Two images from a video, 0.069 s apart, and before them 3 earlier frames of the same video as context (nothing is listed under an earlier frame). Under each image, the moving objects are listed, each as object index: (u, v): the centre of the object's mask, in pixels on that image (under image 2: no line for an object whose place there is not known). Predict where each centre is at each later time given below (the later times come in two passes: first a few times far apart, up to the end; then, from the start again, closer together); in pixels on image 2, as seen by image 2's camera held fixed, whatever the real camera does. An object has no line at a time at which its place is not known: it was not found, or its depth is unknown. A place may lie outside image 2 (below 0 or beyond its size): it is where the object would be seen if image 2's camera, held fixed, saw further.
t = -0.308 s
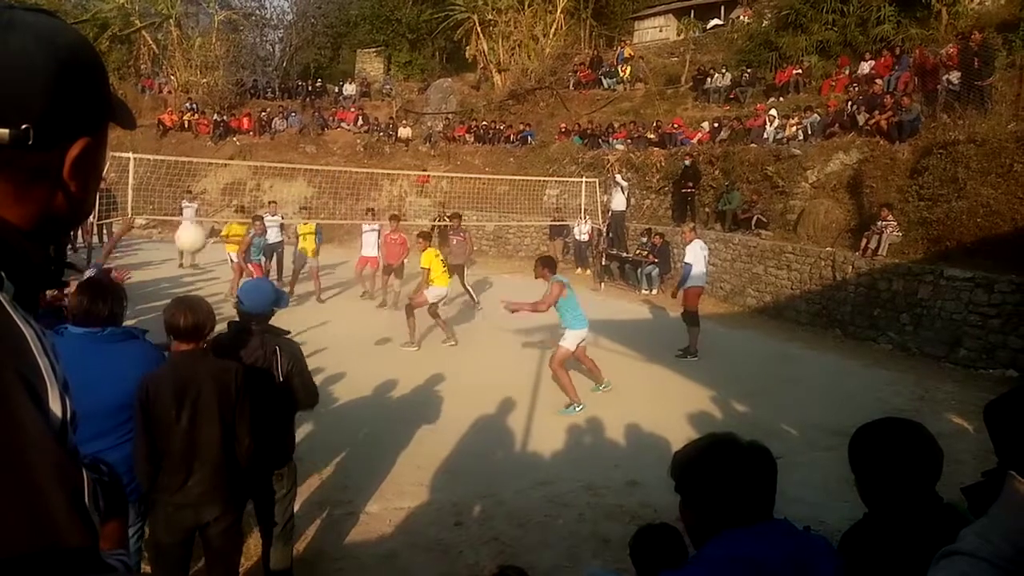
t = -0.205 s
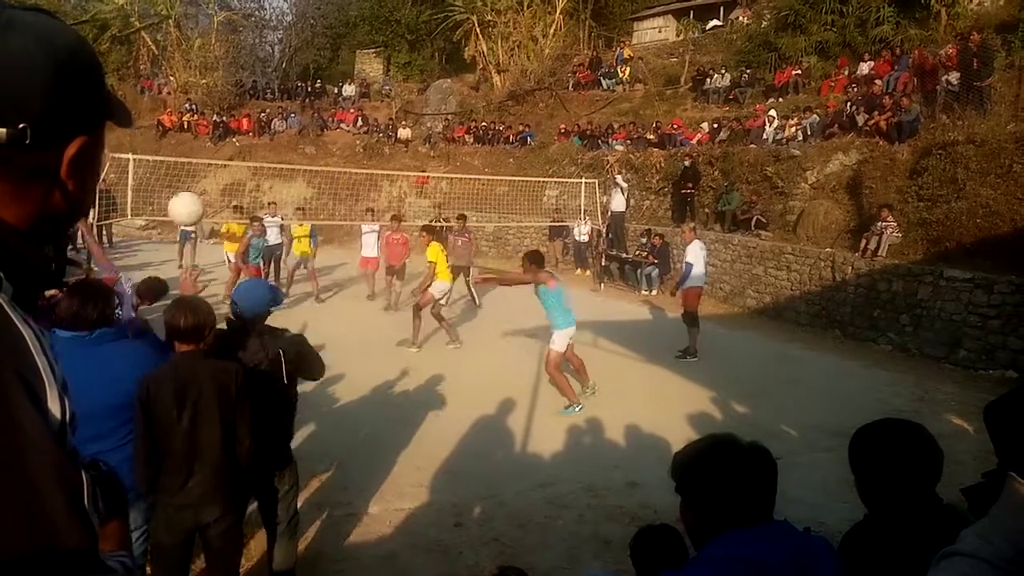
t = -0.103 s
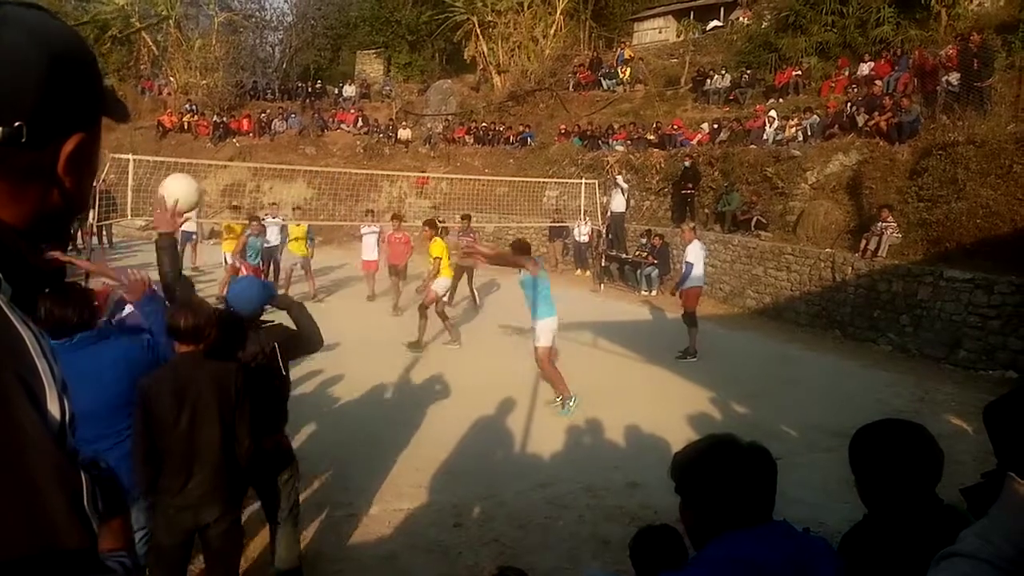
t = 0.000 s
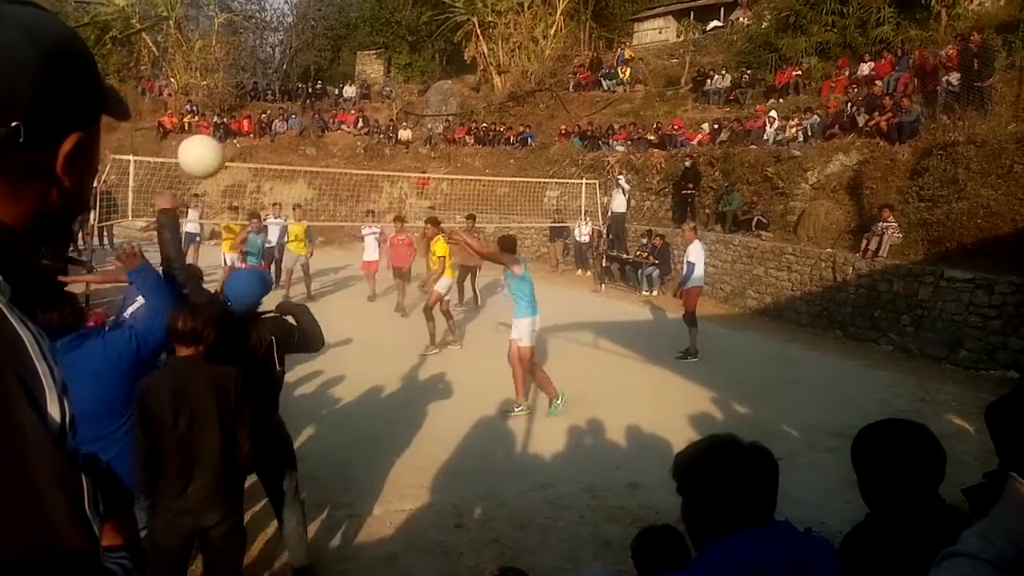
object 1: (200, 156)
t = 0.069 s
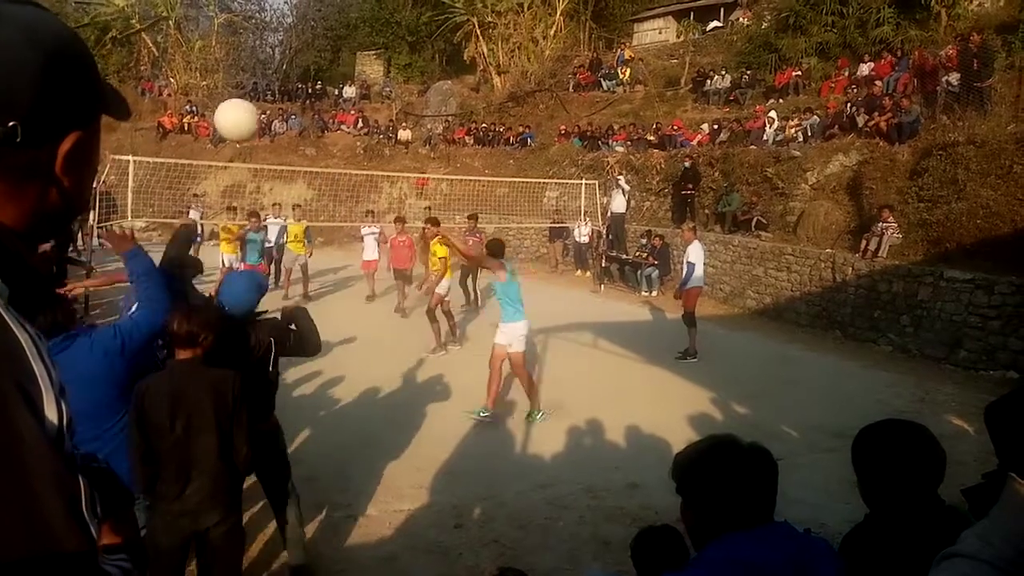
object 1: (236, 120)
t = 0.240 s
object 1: (328, 69)
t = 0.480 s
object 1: (453, 104)
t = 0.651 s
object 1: (538, 207)
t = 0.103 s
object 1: (254, 104)
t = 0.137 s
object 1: (272, 92)
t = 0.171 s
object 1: (292, 82)
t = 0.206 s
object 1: (310, 74)
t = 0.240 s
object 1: (328, 69)
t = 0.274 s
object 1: (346, 67)
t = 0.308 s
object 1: (364, 67)
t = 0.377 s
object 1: (402, 75)
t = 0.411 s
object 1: (419, 82)
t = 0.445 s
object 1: (436, 92)
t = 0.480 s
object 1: (453, 104)
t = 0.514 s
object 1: (472, 119)
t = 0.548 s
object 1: (488, 137)
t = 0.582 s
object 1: (505, 158)
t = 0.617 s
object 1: (522, 181)
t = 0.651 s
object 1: (538, 207)
